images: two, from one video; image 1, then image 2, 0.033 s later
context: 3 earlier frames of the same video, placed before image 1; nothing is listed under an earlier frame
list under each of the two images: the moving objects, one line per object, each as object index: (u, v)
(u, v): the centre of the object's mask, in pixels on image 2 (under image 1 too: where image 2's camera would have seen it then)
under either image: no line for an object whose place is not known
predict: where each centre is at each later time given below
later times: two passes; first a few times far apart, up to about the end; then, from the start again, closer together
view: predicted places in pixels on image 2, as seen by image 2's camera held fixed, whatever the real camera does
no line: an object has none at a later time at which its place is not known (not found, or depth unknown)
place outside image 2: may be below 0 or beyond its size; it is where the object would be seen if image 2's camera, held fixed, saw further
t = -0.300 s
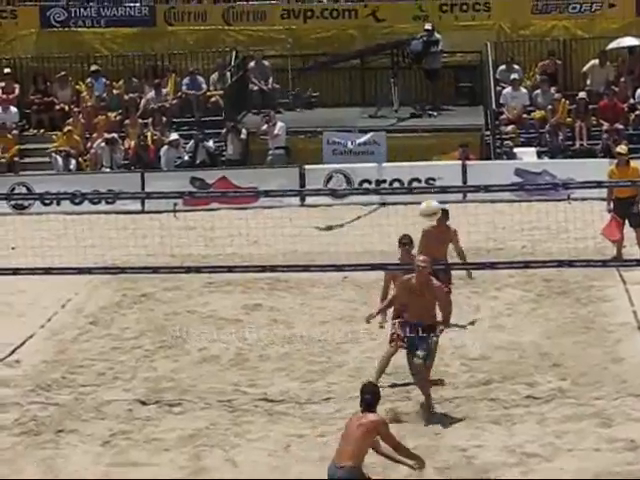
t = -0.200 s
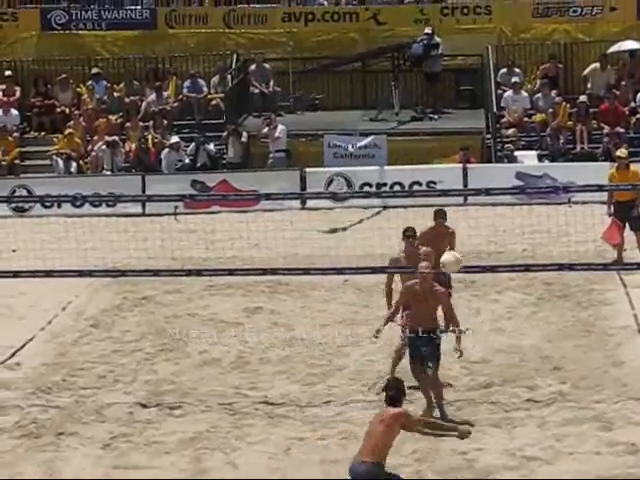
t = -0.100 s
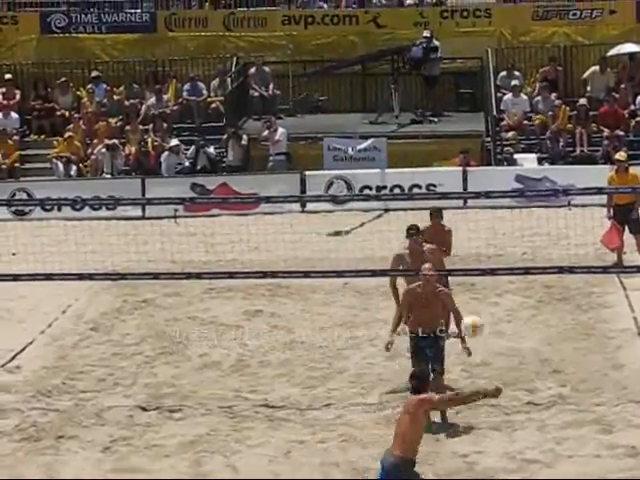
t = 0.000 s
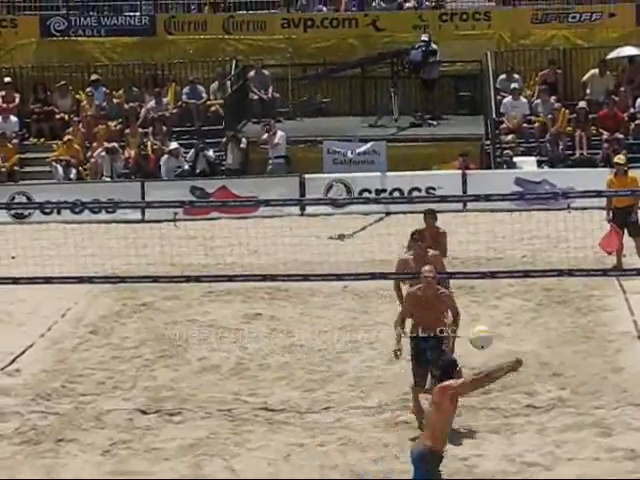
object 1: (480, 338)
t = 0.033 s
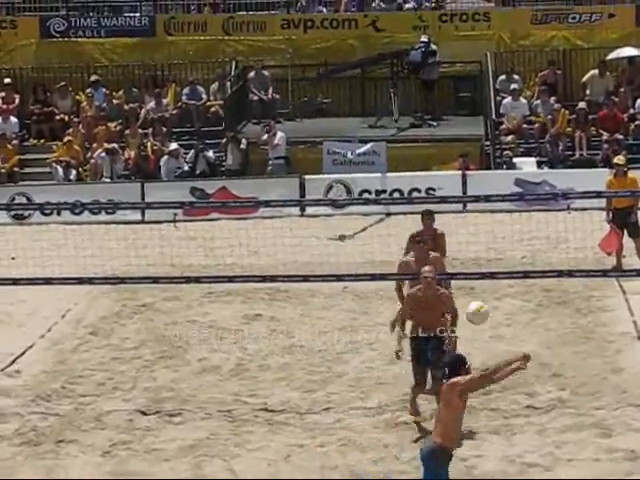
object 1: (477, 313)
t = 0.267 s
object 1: (453, 173)
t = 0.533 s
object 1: (424, 92)
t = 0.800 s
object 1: (397, 87)
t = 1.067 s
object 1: (373, 146)
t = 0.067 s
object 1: (472, 288)
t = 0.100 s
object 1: (470, 266)
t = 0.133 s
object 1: (467, 245)
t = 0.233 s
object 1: (457, 190)
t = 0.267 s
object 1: (453, 173)
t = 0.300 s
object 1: (450, 159)
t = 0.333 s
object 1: (446, 146)
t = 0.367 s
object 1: (442, 134)
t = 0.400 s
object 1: (439, 123)
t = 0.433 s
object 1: (434, 114)
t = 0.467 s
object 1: (431, 106)
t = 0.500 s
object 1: (428, 99)
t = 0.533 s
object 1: (424, 92)
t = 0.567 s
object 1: (420, 88)
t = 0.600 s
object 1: (417, 85)
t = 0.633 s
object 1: (413, 82)
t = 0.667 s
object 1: (410, 81)
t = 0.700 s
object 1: (406, 81)
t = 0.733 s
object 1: (403, 82)
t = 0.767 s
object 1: (400, 84)
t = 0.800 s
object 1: (397, 87)
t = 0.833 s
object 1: (393, 91)
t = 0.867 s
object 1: (390, 96)
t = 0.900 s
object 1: (388, 102)
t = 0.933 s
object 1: (384, 109)
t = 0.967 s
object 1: (381, 117)
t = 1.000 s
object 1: (379, 125)
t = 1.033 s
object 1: (375, 135)
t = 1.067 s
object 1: (373, 146)
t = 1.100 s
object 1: (368, 155)
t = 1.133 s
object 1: (367, 170)
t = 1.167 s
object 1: (365, 184)
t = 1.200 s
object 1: (362, 198)
